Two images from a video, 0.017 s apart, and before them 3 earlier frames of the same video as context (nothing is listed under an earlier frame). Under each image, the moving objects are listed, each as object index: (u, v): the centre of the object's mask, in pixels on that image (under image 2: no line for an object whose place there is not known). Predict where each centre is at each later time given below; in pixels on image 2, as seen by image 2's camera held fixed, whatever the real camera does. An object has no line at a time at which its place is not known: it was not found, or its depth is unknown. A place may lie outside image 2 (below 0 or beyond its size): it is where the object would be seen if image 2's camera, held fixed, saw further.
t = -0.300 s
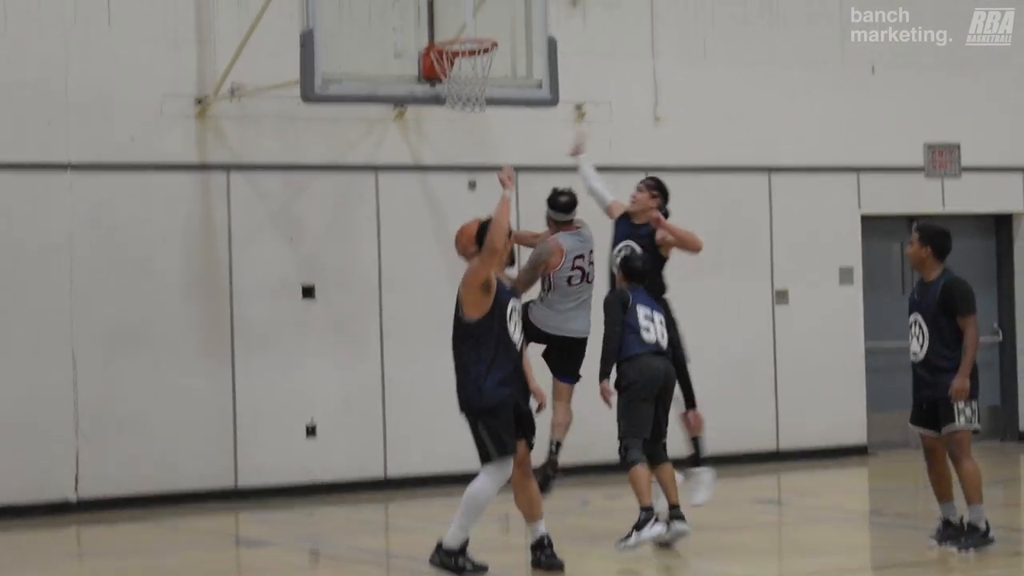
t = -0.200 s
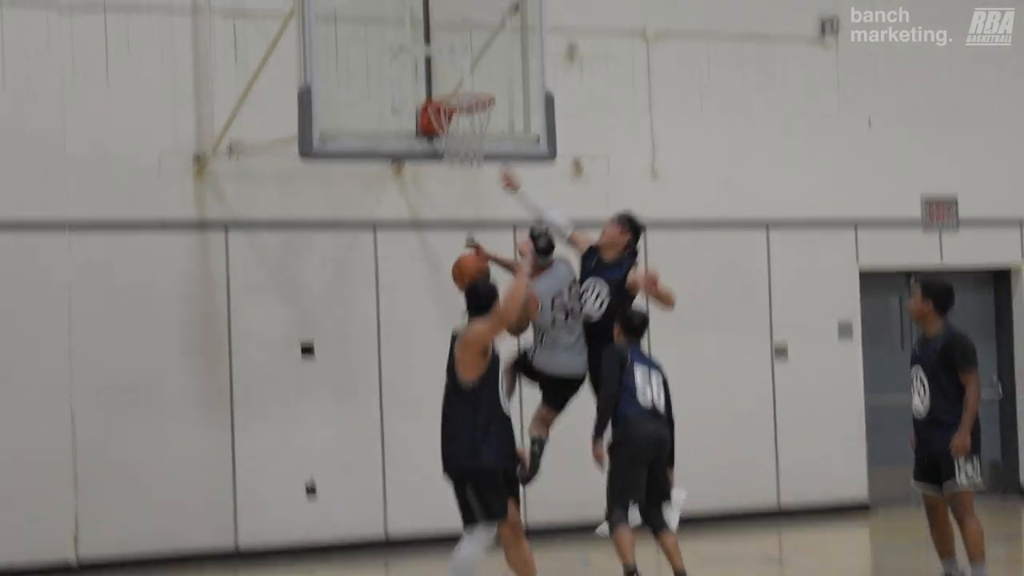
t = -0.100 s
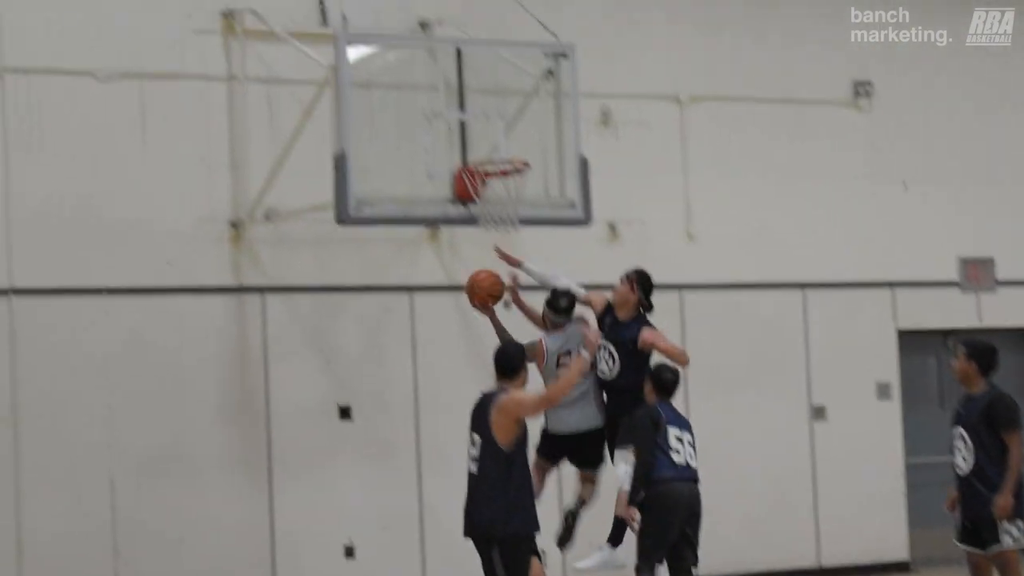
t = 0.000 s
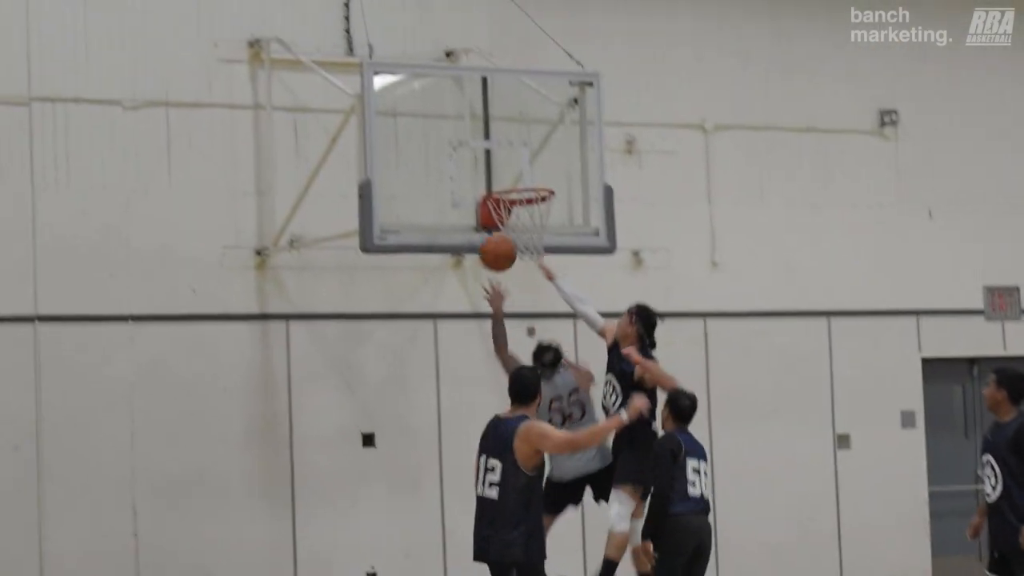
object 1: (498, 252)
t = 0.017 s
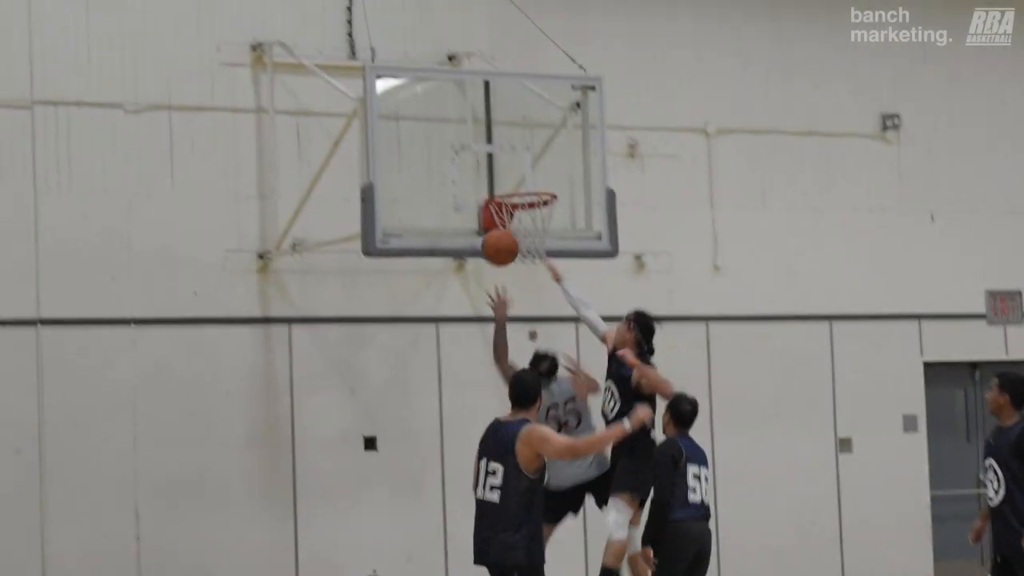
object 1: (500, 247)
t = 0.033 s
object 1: (500, 238)
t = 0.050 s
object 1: (500, 230)
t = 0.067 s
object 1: (500, 222)
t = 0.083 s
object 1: (498, 215)
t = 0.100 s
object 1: (500, 207)
